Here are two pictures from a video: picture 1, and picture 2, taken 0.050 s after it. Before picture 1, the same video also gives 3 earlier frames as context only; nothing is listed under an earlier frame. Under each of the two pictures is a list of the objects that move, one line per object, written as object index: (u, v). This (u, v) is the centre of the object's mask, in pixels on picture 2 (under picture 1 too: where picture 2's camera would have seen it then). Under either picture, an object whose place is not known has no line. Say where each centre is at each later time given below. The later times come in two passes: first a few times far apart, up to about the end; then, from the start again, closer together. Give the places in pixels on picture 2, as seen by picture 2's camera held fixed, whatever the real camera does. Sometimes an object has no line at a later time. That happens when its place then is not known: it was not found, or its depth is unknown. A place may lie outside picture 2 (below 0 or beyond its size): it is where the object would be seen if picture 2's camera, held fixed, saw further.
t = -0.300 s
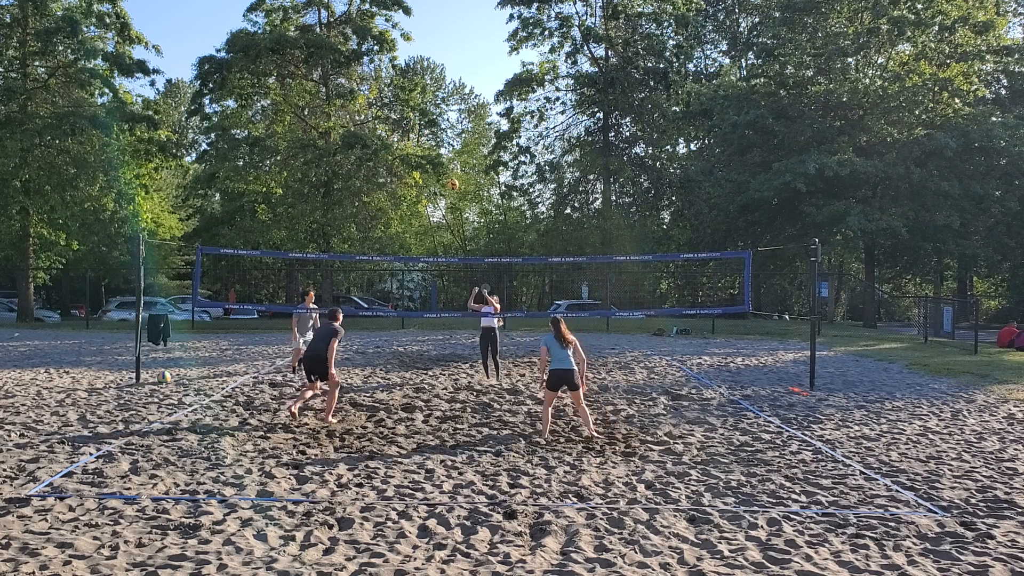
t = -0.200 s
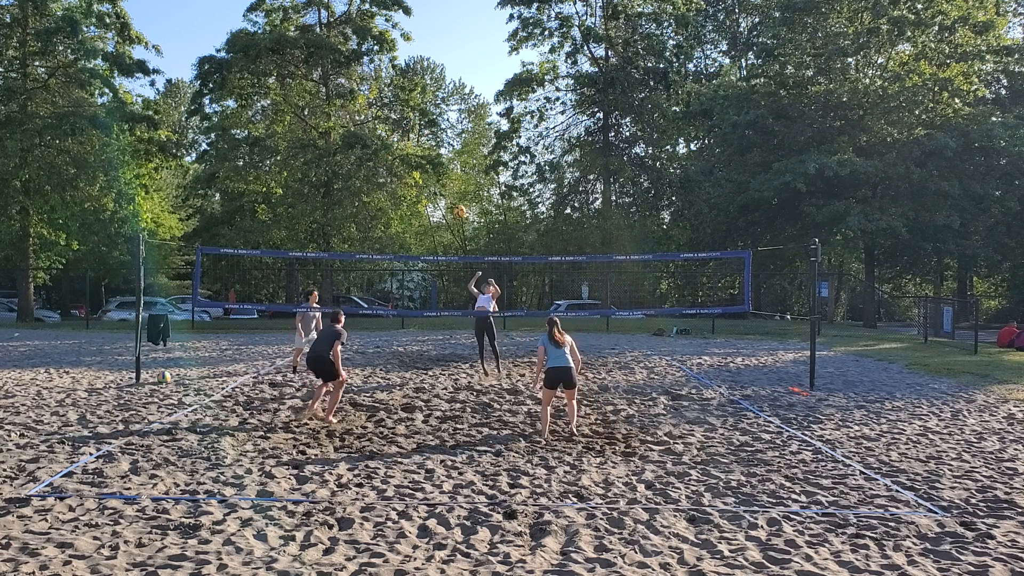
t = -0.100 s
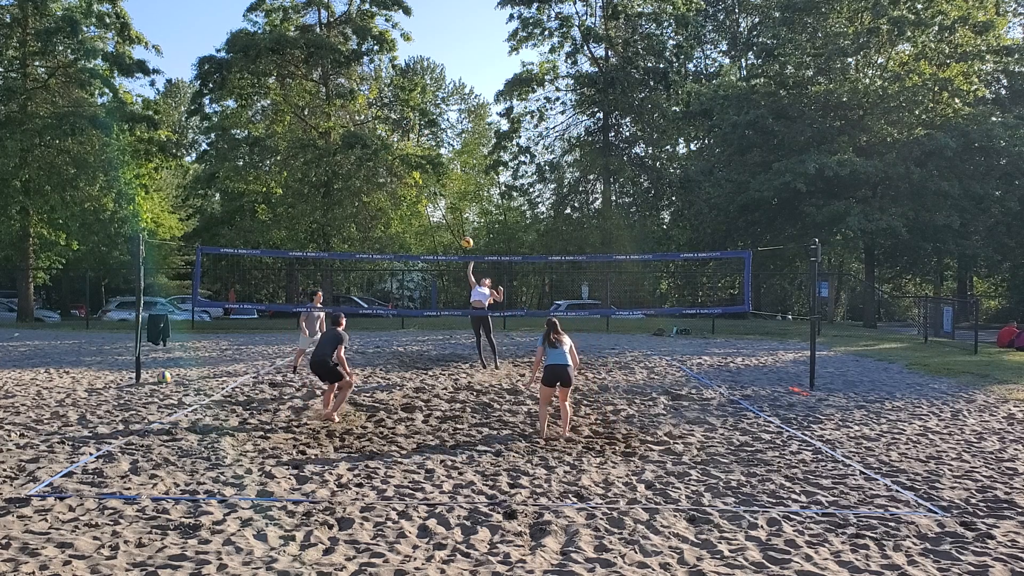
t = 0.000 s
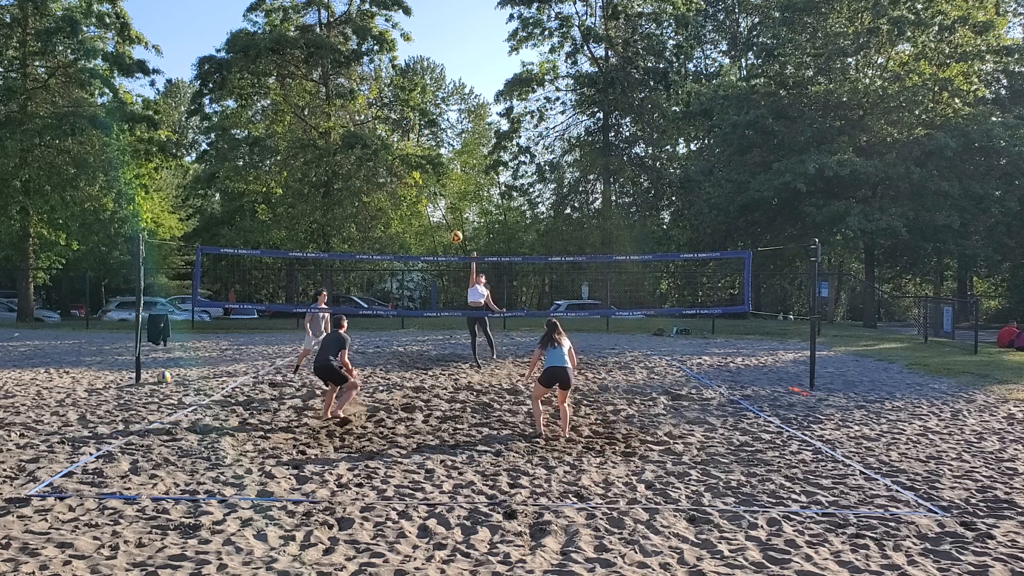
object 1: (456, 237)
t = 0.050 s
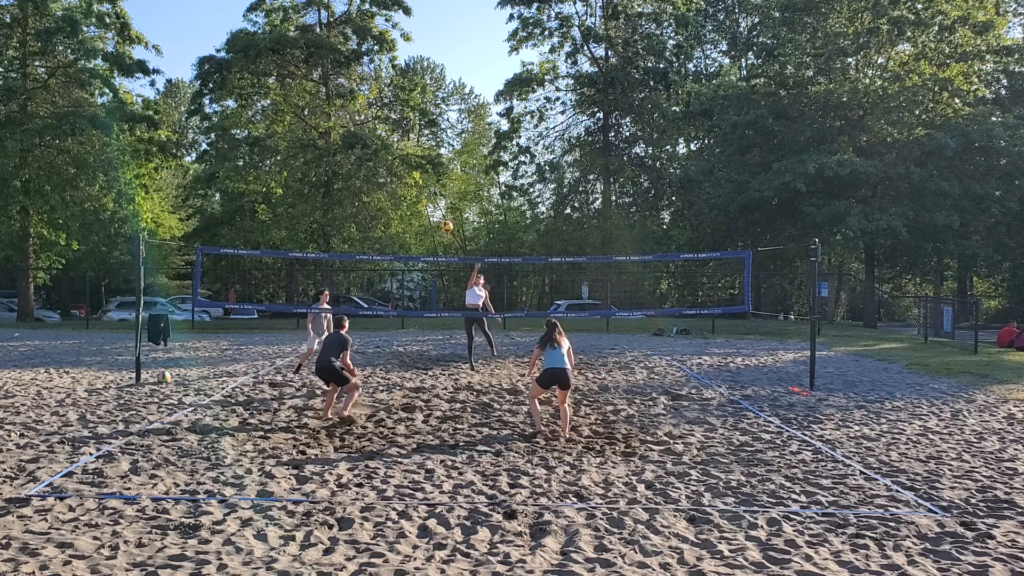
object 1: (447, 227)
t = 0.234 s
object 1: (407, 200)
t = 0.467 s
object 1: (341, 194)
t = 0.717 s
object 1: (245, 238)
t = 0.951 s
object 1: (121, 349)
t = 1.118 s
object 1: (9, 489)
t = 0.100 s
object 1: (436, 219)
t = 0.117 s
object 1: (433, 216)
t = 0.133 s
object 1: (429, 212)
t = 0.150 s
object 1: (425, 211)
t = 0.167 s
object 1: (422, 208)
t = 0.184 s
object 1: (418, 206)
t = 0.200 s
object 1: (415, 204)
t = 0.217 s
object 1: (411, 202)
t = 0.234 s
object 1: (407, 200)
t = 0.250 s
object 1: (402, 199)
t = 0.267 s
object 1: (398, 197)
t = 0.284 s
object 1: (394, 196)
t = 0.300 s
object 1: (390, 195)
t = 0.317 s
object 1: (385, 194)
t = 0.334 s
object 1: (381, 193)
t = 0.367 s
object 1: (371, 192)
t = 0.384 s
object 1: (366, 192)
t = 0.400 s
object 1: (362, 192)
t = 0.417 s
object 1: (357, 192)
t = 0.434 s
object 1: (352, 192)
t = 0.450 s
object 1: (347, 193)
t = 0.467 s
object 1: (341, 194)
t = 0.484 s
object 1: (336, 195)
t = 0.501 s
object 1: (330, 196)
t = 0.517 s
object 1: (324, 198)
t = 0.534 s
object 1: (319, 200)
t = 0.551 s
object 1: (313, 202)
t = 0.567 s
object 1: (307, 204)
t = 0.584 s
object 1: (300, 207)
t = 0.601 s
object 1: (294, 209)
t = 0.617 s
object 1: (287, 213)
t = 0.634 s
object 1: (281, 216)
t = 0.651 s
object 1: (274, 220)
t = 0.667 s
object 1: (267, 224)
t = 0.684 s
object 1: (260, 228)
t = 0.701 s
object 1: (253, 233)
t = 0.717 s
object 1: (245, 238)
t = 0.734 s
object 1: (238, 243)
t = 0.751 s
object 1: (230, 249)
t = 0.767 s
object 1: (222, 255)
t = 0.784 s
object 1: (213, 261)
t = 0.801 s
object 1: (205, 268)
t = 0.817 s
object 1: (197, 275)
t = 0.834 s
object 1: (188, 283)
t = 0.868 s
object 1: (170, 300)
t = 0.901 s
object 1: (152, 319)
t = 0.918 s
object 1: (141, 328)
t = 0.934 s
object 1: (131, 338)
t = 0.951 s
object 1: (121, 349)
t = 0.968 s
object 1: (111, 361)
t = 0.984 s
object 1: (100, 373)
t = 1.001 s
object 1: (90, 385)
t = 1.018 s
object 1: (79, 398)
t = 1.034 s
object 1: (67, 412)
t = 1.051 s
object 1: (56, 426)
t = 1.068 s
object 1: (44, 440)
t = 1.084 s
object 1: (32, 456)
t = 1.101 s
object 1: (20, 472)
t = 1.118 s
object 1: (9, 489)
